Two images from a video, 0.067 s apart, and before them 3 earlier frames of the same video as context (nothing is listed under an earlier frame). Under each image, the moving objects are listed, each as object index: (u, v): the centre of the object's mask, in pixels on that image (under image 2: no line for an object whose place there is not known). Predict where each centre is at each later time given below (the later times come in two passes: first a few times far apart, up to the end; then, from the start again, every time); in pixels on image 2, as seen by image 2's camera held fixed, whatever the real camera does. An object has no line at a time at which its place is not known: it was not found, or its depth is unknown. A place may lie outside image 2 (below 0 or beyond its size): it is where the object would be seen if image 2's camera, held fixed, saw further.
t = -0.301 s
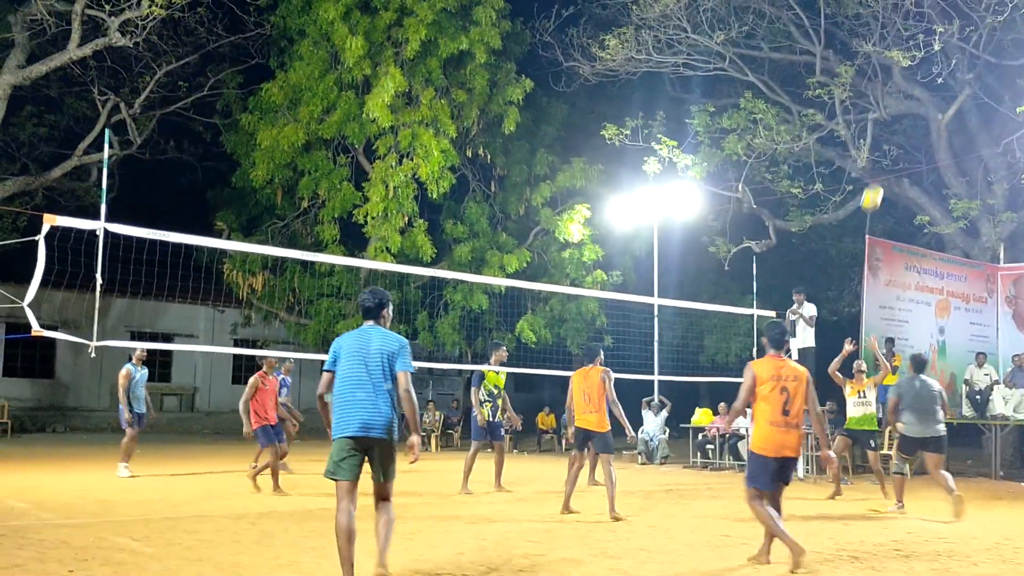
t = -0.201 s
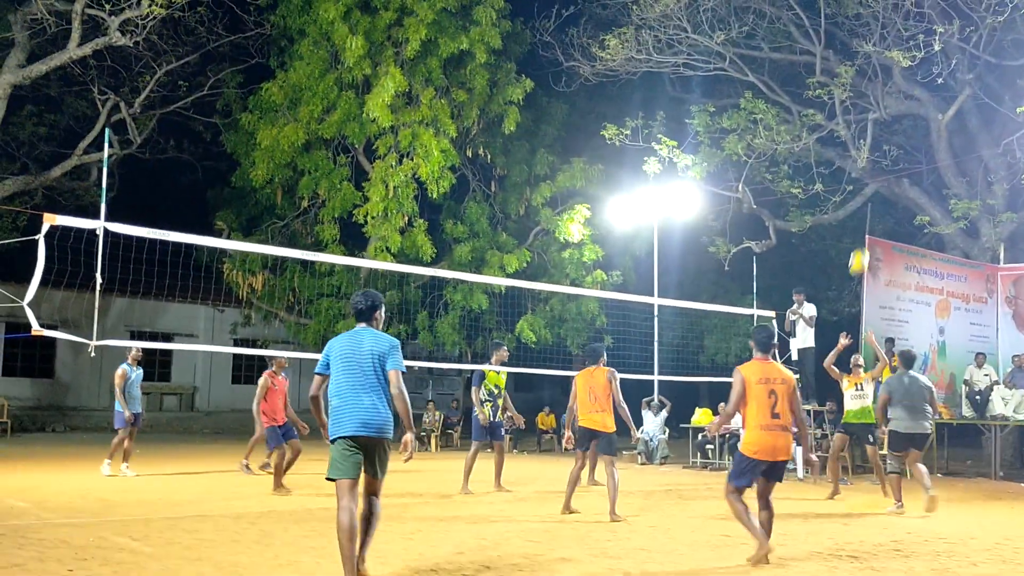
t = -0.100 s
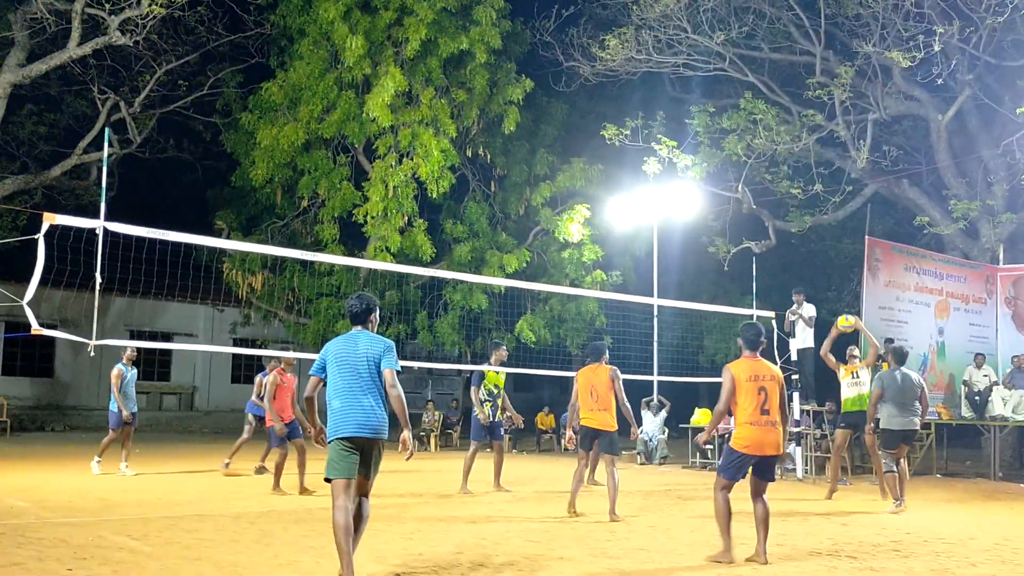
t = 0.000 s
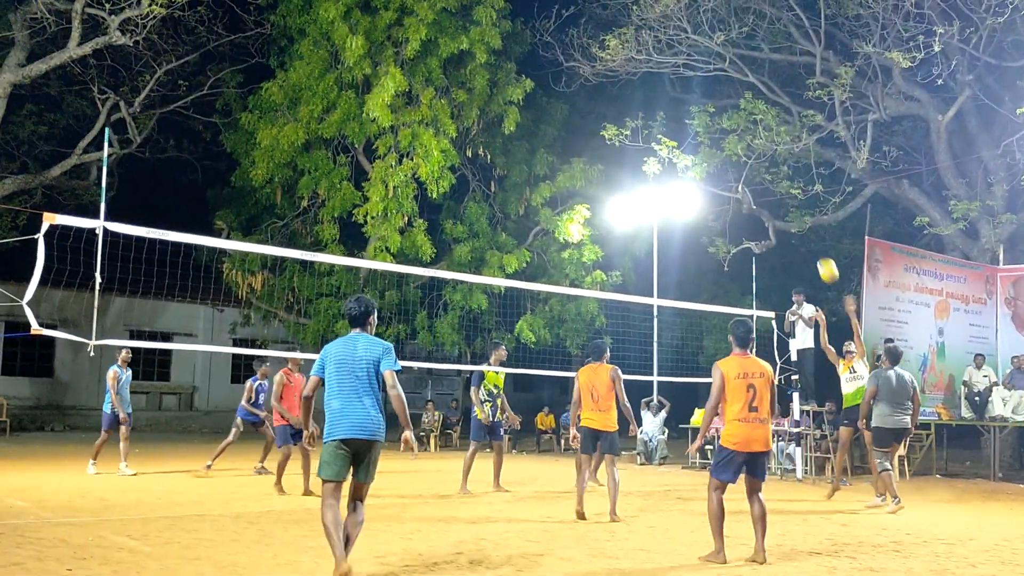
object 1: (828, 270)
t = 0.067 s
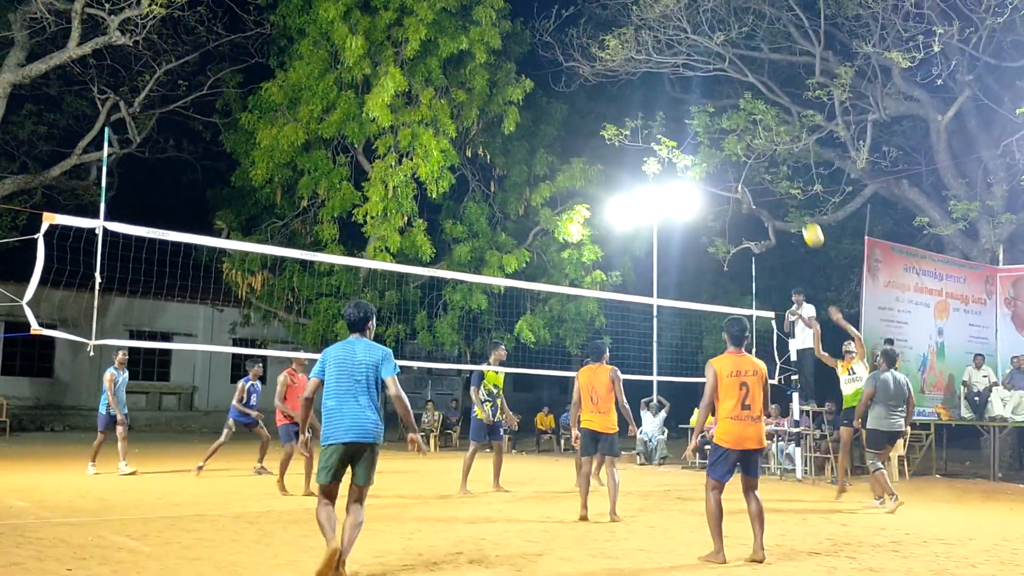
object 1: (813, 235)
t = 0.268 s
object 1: (769, 148)
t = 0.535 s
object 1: (712, 78)
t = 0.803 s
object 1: (652, 64)
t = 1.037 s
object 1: (596, 103)
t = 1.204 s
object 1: (555, 162)
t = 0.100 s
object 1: (806, 218)
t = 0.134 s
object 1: (798, 202)
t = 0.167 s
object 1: (792, 188)
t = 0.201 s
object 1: (784, 173)
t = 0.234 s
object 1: (777, 160)
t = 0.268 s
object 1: (769, 148)
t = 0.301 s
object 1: (762, 136)
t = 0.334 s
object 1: (755, 126)
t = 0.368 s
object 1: (748, 115)
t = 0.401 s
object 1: (741, 107)
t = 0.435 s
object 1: (734, 98)
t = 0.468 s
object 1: (727, 91)
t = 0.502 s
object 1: (719, 84)
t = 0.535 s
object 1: (712, 78)
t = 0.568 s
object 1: (705, 74)
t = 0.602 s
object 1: (698, 70)
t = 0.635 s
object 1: (691, 66)
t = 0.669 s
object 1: (683, 64)
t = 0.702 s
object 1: (675, 63)
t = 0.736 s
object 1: (668, 62)
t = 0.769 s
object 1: (660, 63)
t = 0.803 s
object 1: (652, 64)
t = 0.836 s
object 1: (644, 67)
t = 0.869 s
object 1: (637, 70)
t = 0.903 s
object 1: (628, 75)
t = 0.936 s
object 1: (621, 80)
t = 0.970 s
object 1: (613, 87)
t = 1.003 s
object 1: (604, 94)
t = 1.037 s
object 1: (596, 103)
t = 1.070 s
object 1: (588, 112)
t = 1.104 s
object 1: (580, 123)
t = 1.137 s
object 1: (571, 135)
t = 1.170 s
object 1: (563, 148)
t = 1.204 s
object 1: (555, 162)
